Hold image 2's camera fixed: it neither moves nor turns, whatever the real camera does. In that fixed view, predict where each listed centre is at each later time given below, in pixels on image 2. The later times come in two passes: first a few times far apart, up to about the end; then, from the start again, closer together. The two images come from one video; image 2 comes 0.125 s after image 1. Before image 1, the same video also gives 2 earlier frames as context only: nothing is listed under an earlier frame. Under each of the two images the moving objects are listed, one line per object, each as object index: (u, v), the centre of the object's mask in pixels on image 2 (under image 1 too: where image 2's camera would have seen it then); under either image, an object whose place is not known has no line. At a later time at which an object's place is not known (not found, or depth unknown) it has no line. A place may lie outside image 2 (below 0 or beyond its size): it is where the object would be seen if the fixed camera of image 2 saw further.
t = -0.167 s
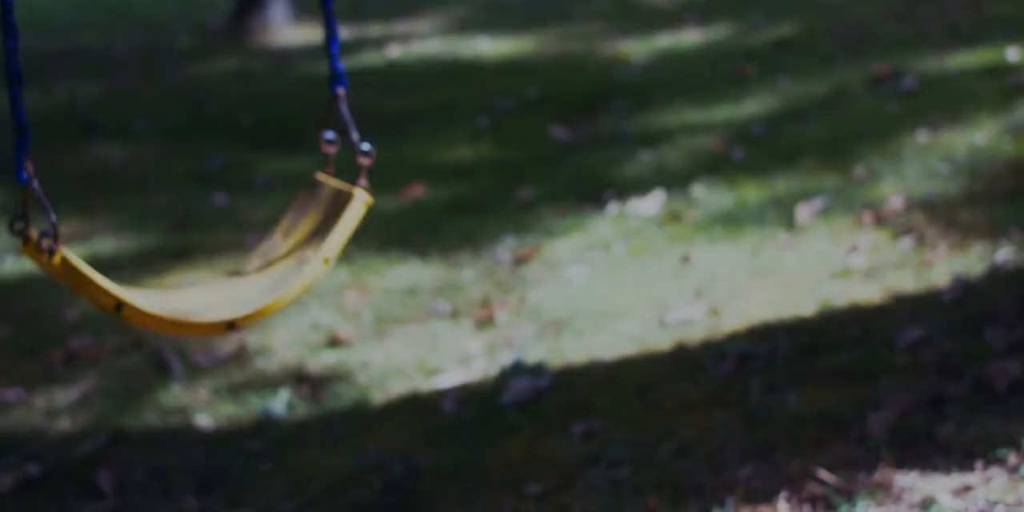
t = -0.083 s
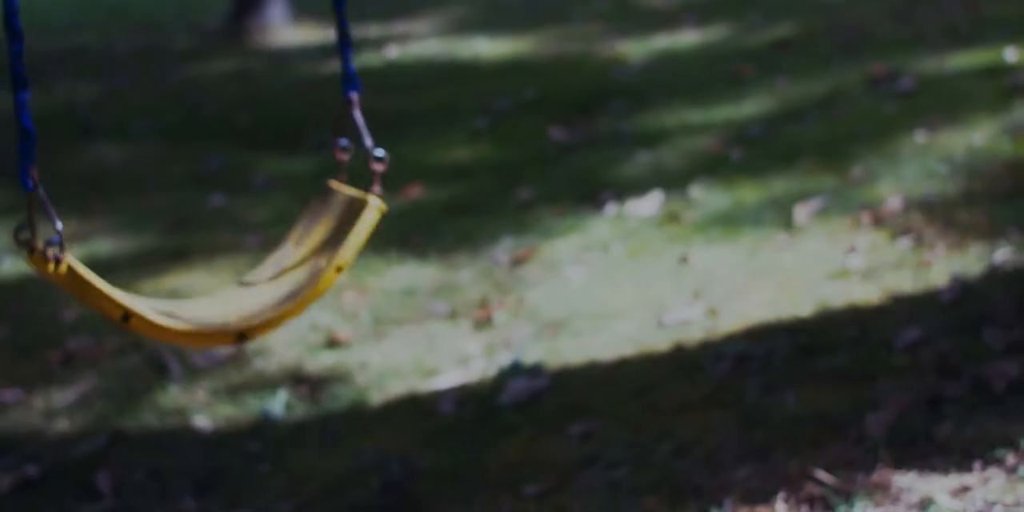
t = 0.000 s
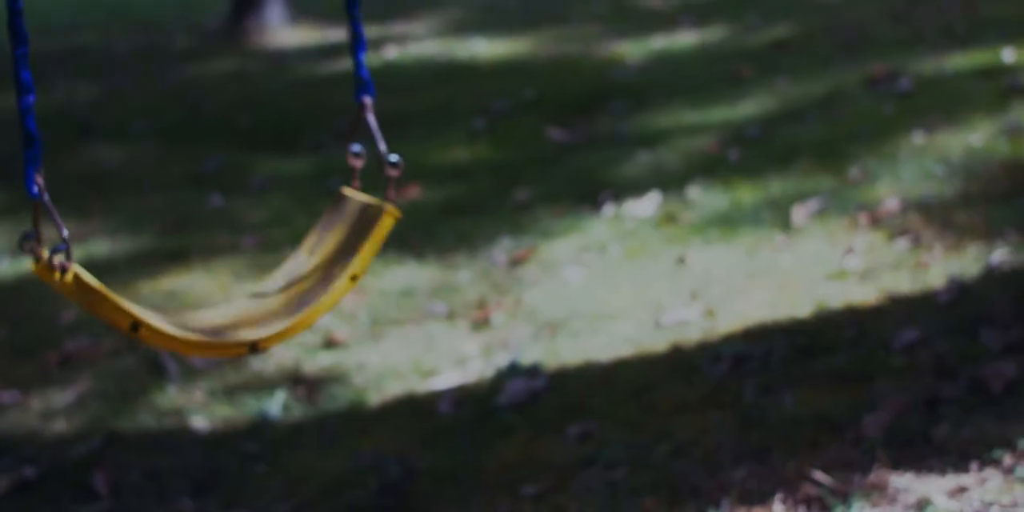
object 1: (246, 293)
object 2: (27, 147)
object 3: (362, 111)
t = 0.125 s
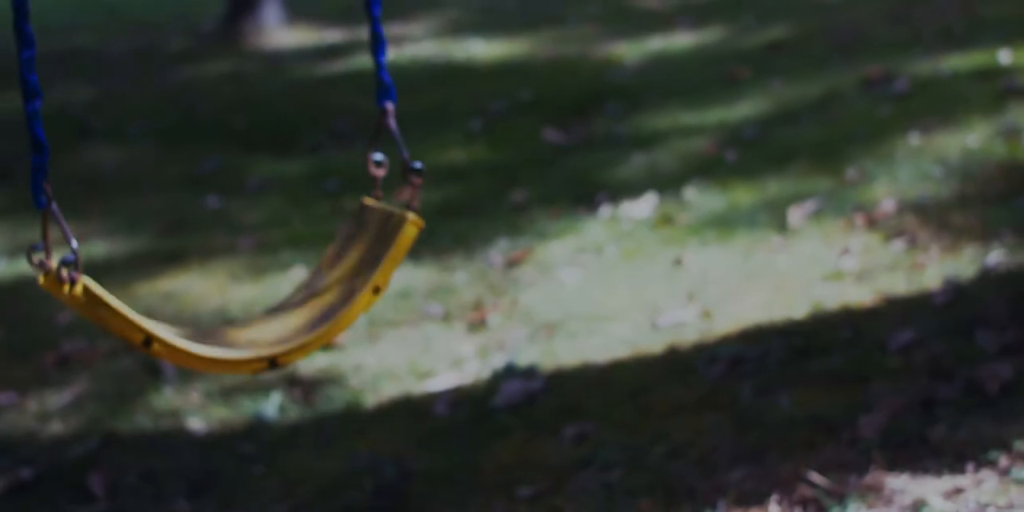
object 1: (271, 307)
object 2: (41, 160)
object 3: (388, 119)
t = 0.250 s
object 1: (294, 322)
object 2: (54, 165)
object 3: (415, 122)
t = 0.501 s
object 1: (356, 343)
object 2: (84, 171)
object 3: (479, 122)
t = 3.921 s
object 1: (302, 329)
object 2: (53, 179)
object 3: (427, 118)
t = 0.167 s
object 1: (275, 313)
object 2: (45, 163)
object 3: (396, 115)
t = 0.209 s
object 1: (283, 319)
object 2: (49, 163)
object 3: (405, 118)
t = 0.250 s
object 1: (294, 322)
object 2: (54, 165)
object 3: (415, 122)
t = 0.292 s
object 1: (305, 325)
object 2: (59, 167)
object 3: (424, 119)
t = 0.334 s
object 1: (313, 329)
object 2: (64, 166)
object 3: (435, 119)
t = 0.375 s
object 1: (324, 332)
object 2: (69, 168)
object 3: (446, 121)
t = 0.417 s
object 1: (332, 337)
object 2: (73, 170)
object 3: (457, 121)
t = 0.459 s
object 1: (340, 342)
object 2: (79, 171)
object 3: (468, 122)
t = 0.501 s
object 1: (356, 343)
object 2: (84, 171)
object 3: (479, 122)
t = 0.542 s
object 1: (360, 348)
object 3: (491, 123)
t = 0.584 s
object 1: (375, 349)
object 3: (503, 123)
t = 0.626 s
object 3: (515, 123)
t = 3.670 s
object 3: (493, 123)
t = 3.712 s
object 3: (481, 122)
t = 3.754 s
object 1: (334, 347)
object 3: (471, 121)
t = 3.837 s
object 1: (319, 338)
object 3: (449, 121)
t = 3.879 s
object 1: (310, 334)
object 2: (57, 174)
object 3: (438, 119)
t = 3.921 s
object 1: (302, 329)
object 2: (53, 179)
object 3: (427, 118)
